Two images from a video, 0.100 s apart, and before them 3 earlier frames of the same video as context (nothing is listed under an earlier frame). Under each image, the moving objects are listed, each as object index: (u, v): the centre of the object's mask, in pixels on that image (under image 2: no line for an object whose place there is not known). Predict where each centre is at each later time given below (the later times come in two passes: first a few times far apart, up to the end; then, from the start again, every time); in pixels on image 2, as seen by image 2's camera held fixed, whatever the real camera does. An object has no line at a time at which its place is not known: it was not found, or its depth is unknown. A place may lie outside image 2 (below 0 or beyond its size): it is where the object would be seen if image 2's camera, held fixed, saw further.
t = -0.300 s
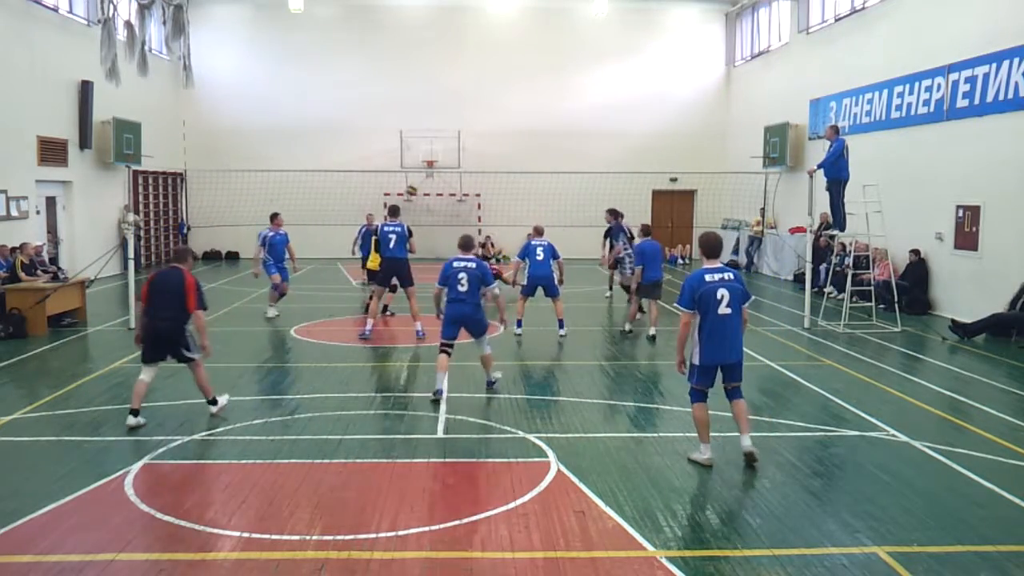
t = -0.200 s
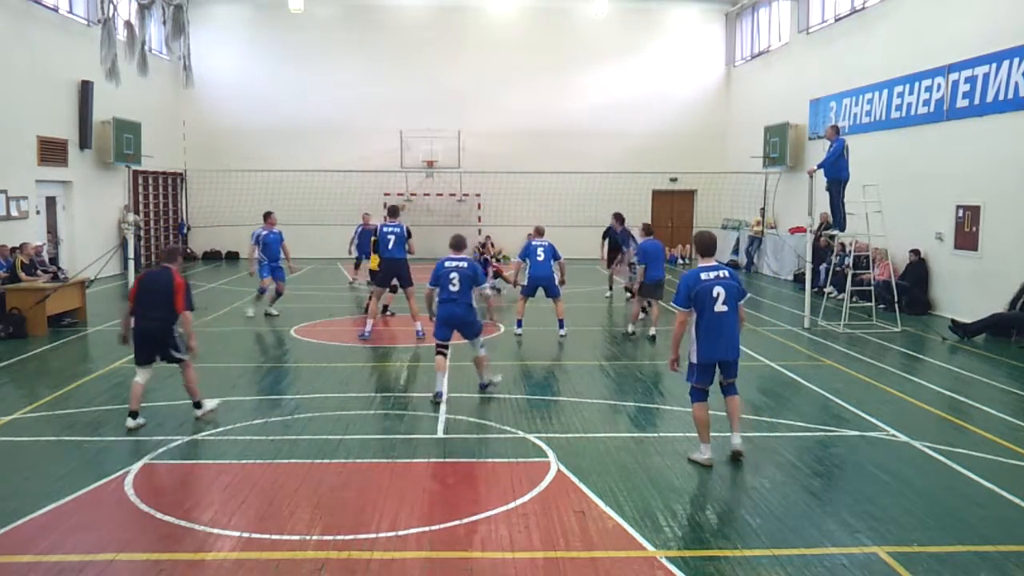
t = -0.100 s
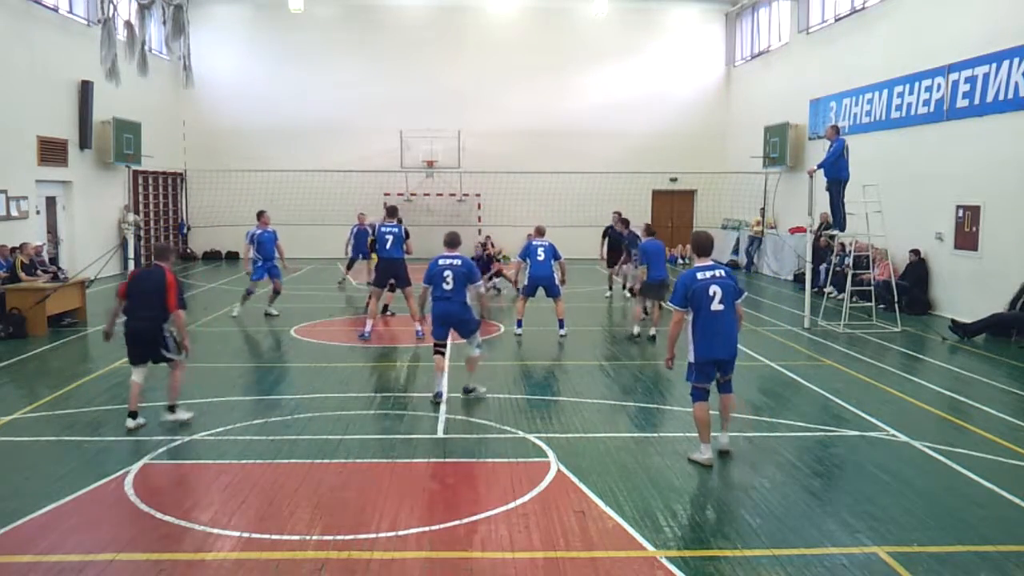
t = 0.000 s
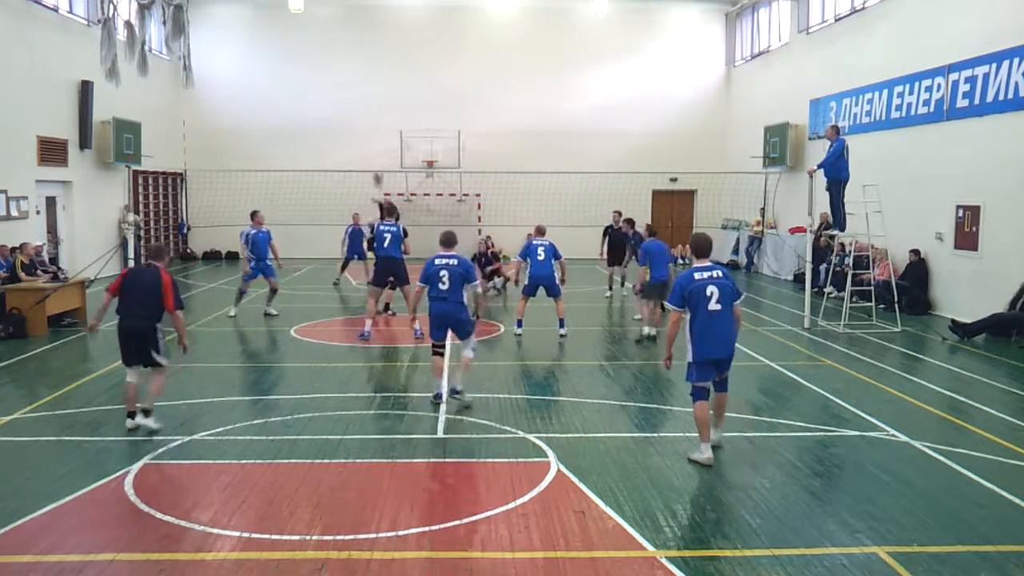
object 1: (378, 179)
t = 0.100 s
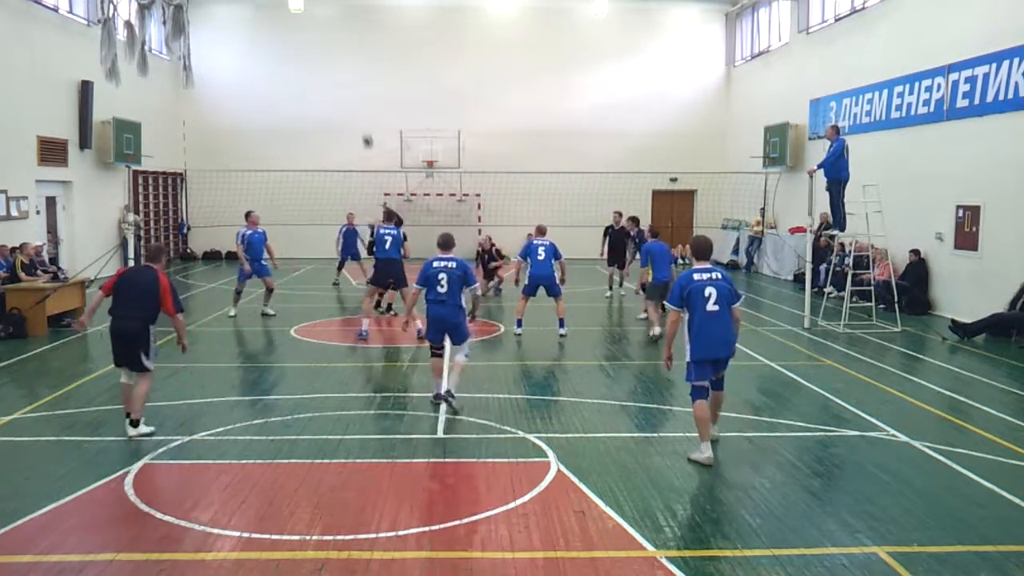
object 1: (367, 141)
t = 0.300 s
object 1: (345, 83)
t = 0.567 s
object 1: (316, 42)
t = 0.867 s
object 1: (285, 47)
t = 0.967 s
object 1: (275, 60)
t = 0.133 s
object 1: (364, 130)
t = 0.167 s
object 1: (360, 119)
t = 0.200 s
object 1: (356, 109)
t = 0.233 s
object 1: (352, 99)
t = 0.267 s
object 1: (349, 91)
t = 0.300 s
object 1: (345, 83)
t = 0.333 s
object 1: (342, 76)
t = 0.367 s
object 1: (338, 70)
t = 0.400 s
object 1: (335, 64)
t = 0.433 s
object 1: (331, 58)
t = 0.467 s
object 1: (327, 53)
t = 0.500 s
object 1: (324, 49)
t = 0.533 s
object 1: (320, 45)
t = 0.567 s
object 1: (316, 42)
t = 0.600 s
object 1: (313, 40)
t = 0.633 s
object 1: (310, 38)
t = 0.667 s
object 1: (306, 37)
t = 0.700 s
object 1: (302, 37)
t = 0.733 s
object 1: (298, 38)
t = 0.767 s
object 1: (295, 39)
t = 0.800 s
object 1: (291, 41)
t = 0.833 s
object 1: (288, 43)
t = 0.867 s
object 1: (285, 47)
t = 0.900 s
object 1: (281, 51)
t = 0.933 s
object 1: (278, 56)
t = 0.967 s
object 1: (275, 60)
